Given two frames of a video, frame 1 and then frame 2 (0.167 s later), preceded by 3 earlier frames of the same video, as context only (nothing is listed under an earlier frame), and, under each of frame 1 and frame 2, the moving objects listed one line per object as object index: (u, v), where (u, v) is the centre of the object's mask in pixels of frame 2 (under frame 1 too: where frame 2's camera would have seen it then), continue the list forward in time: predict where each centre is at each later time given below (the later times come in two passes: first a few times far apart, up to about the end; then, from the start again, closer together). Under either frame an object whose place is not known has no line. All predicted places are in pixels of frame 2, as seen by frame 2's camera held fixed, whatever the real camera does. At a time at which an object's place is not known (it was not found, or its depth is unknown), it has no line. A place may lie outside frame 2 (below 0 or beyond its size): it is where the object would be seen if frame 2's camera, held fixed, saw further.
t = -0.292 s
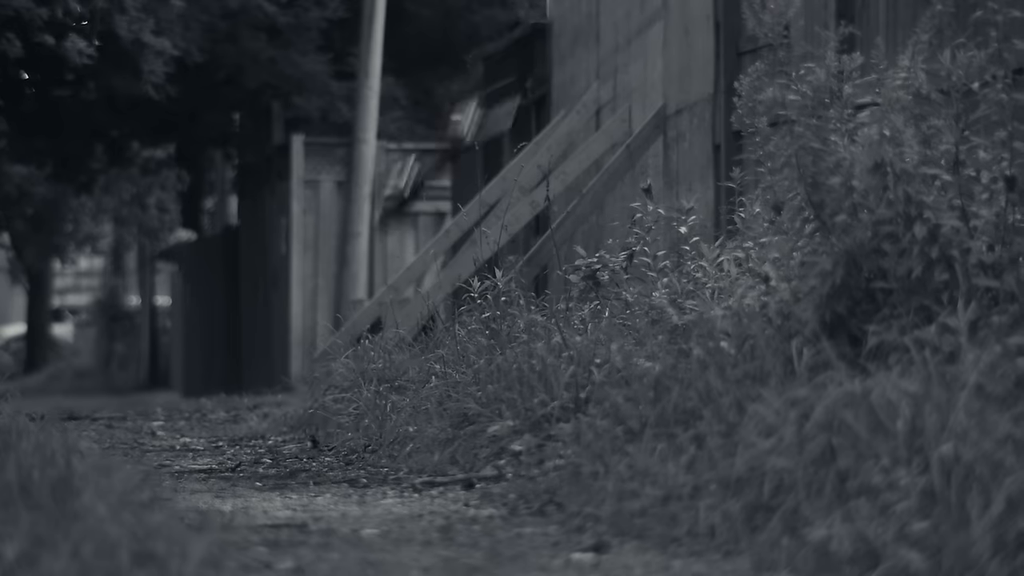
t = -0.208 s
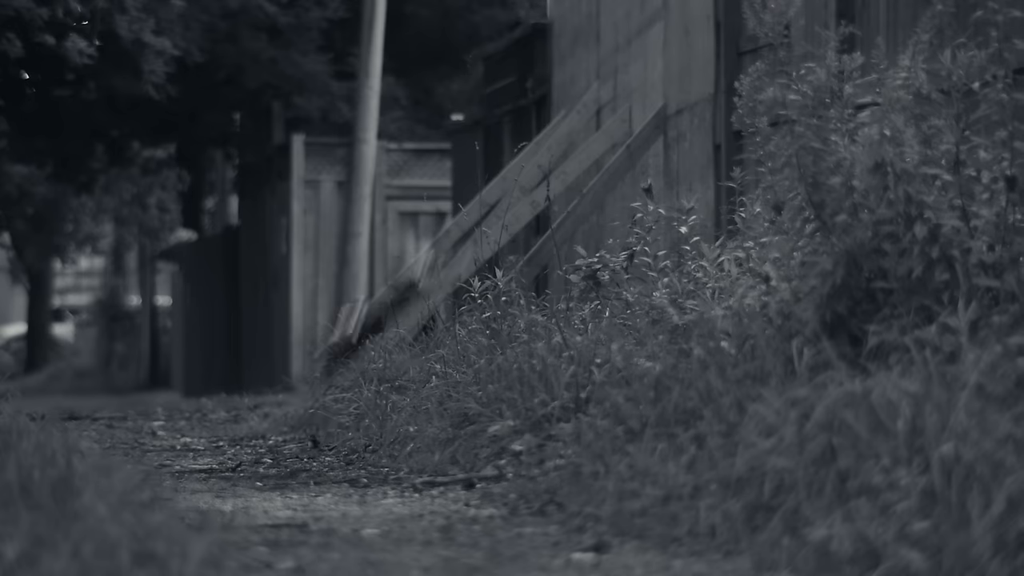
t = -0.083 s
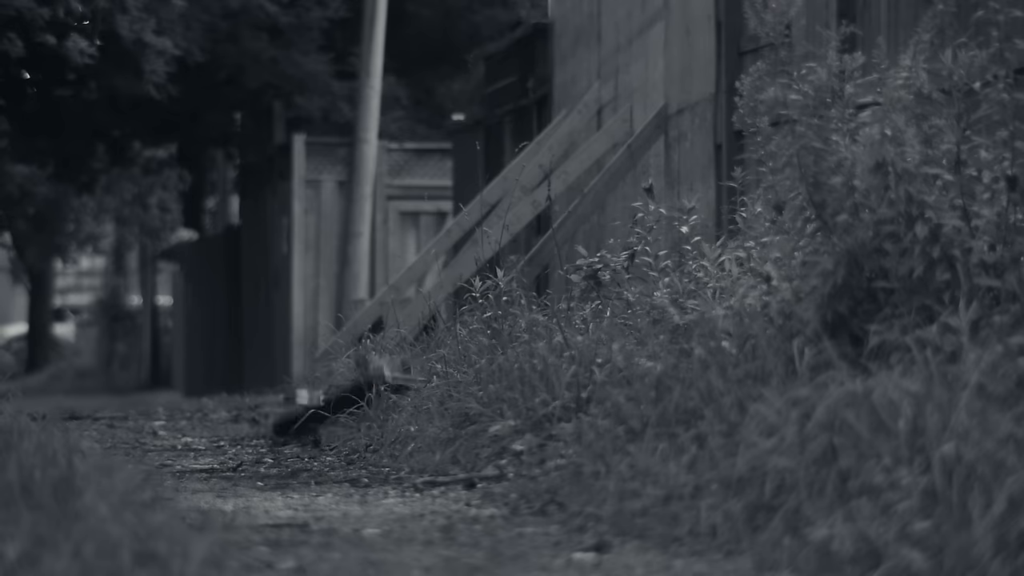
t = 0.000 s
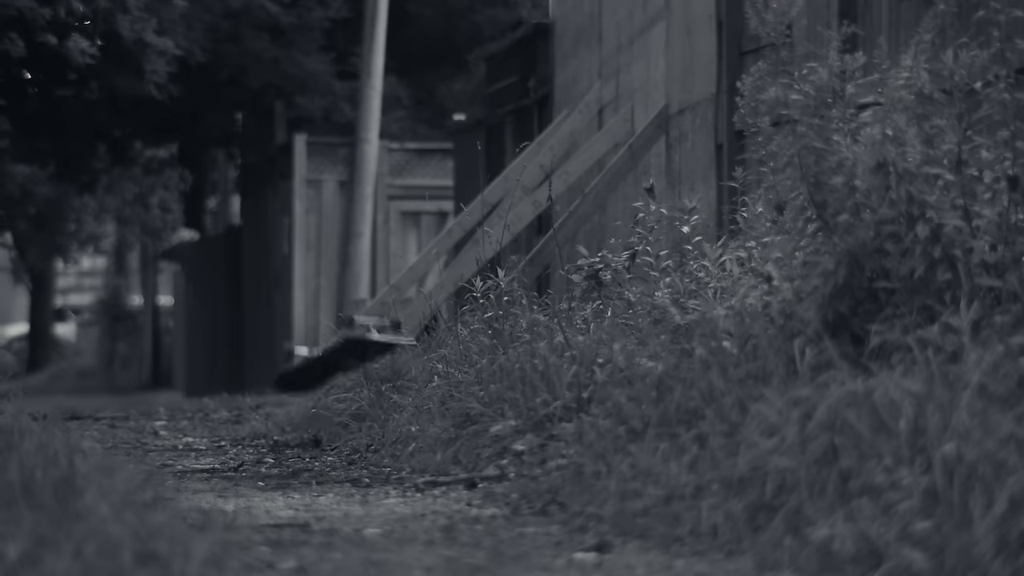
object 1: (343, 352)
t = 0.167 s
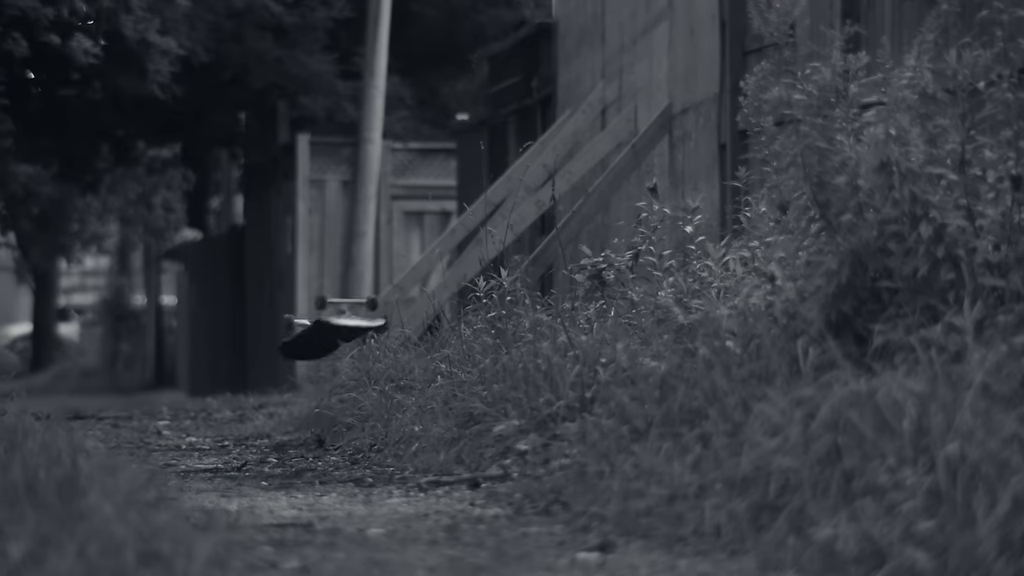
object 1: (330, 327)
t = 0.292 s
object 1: (318, 360)
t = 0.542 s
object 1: (298, 396)
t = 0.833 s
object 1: (284, 431)
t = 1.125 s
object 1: (281, 432)
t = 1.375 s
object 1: (283, 433)
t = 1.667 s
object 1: (282, 433)
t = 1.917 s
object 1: (283, 432)
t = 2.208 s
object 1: (283, 432)
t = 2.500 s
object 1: (282, 433)
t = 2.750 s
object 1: (282, 433)
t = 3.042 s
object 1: (282, 433)
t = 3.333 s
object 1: (282, 433)
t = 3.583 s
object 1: (282, 433)
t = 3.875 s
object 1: (282, 433)
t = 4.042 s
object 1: (282, 433)
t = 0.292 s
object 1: (318, 360)
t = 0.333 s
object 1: (317, 381)
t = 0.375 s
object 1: (311, 408)
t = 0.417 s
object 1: (301, 429)
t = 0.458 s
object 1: (303, 416)
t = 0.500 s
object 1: (300, 402)
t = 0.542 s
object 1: (298, 396)
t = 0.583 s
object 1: (294, 396)
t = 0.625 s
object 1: (292, 399)
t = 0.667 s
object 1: (289, 408)
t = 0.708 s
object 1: (286, 416)
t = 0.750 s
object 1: (283, 422)
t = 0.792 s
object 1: (283, 430)
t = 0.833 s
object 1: (284, 431)
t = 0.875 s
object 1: (284, 428)
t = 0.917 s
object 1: (285, 430)
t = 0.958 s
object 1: (284, 431)
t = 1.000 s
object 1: (284, 433)
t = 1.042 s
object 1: (282, 433)
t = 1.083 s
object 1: (282, 433)
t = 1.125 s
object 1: (281, 432)
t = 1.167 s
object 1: (282, 433)
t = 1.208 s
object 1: (282, 433)
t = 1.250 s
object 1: (282, 432)
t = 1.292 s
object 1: (283, 432)
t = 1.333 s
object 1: (283, 433)
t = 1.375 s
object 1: (283, 433)
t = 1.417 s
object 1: (282, 433)
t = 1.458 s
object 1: (282, 433)
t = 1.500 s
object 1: (282, 433)
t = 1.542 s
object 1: (282, 433)
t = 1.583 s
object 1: (282, 433)
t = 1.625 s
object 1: (282, 433)
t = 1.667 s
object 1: (282, 433)
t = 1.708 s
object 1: (282, 433)
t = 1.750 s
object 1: (283, 433)
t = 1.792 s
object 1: (282, 433)
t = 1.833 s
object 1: (282, 433)
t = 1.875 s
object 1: (282, 433)
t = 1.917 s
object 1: (283, 432)
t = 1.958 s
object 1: (282, 433)
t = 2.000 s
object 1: (282, 433)
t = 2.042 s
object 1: (282, 433)
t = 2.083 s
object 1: (282, 433)
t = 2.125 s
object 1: (283, 432)
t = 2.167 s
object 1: (282, 432)
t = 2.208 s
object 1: (283, 432)
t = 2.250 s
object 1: (283, 432)
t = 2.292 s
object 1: (282, 433)
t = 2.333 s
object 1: (283, 432)
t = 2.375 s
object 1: (283, 433)
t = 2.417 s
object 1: (282, 433)
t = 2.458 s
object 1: (282, 433)
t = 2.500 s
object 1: (282, 433)
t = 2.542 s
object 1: (282, 433)
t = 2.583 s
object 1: (284, 432)
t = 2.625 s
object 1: (284, 432)
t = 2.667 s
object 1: (284, 432)
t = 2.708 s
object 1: (282, 433)
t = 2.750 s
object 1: (282, 433)
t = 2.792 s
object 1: (284, 432)
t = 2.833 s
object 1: (282, 433)
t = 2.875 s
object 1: (283, 433)
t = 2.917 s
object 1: (282, 433)
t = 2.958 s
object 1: (282, 433)
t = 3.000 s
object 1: (282, 433)
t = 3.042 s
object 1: (282, 433)
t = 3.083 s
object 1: (282, 433)
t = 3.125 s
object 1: (284, 433)
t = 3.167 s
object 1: (282, 434)
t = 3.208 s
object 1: (282, 433)
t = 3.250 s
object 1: (282, 433)
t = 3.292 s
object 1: (284, 432)
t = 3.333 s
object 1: (282, 433)
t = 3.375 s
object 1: (284, 432)
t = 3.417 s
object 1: (282, 433)
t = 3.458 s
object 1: (282, 433)
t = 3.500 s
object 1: (282, 433)
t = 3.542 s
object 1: (282, 433)
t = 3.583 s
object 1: (282, 433)
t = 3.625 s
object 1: (282, 433)
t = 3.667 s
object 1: (282, 433)
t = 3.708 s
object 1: (282, 433)
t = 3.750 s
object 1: (282, 433)
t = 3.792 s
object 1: (282, 433)
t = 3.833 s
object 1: (282, 434)
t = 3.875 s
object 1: (282, 433)
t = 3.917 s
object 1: (282, 433)
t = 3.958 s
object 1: (282, 433)
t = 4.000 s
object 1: (283, 432)
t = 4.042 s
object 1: (282, 433)
